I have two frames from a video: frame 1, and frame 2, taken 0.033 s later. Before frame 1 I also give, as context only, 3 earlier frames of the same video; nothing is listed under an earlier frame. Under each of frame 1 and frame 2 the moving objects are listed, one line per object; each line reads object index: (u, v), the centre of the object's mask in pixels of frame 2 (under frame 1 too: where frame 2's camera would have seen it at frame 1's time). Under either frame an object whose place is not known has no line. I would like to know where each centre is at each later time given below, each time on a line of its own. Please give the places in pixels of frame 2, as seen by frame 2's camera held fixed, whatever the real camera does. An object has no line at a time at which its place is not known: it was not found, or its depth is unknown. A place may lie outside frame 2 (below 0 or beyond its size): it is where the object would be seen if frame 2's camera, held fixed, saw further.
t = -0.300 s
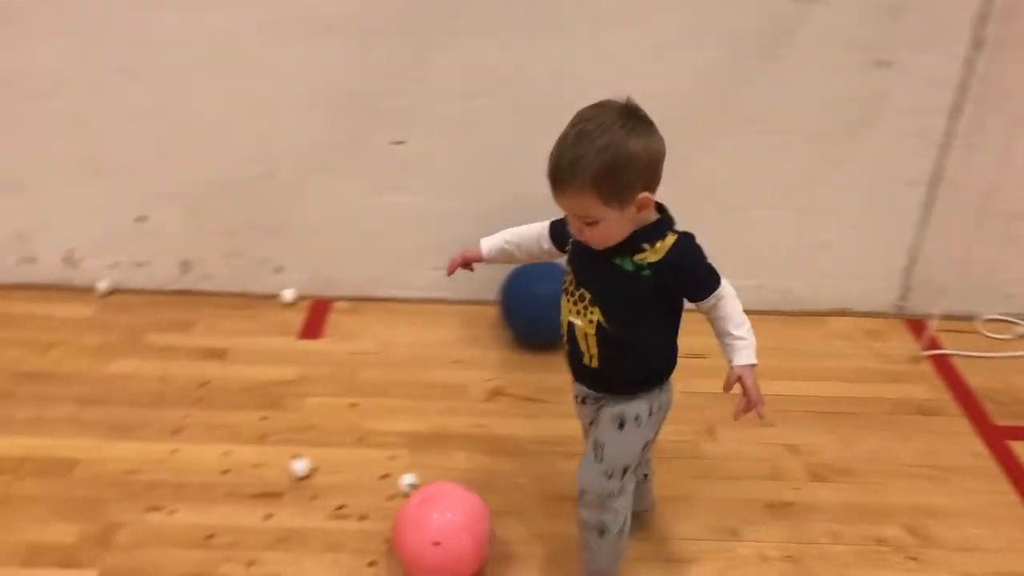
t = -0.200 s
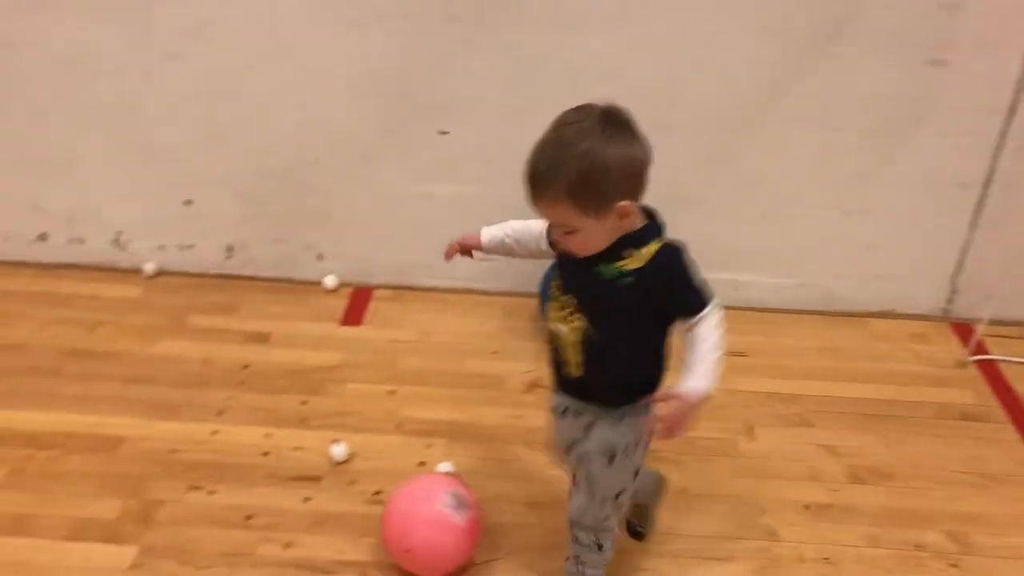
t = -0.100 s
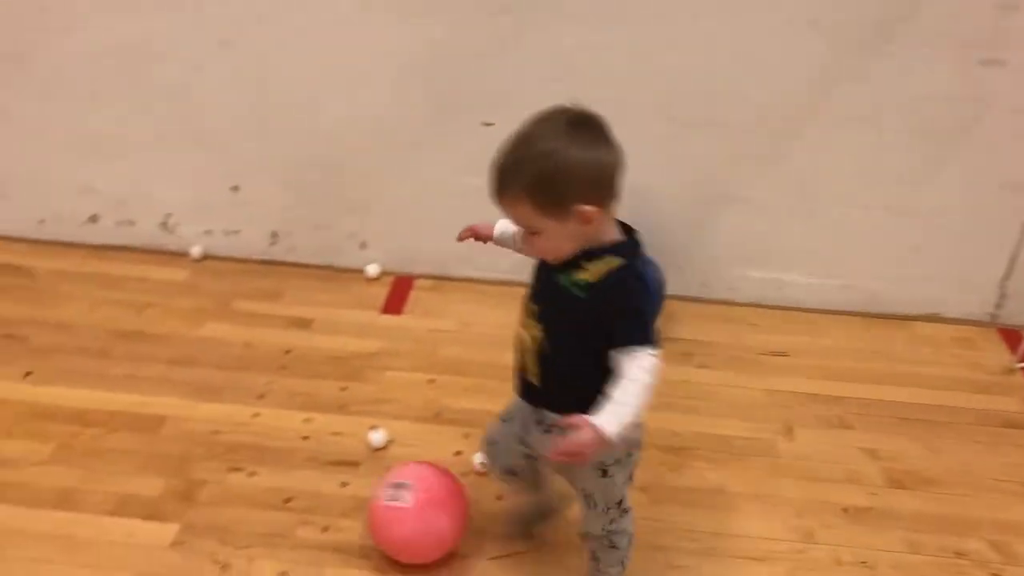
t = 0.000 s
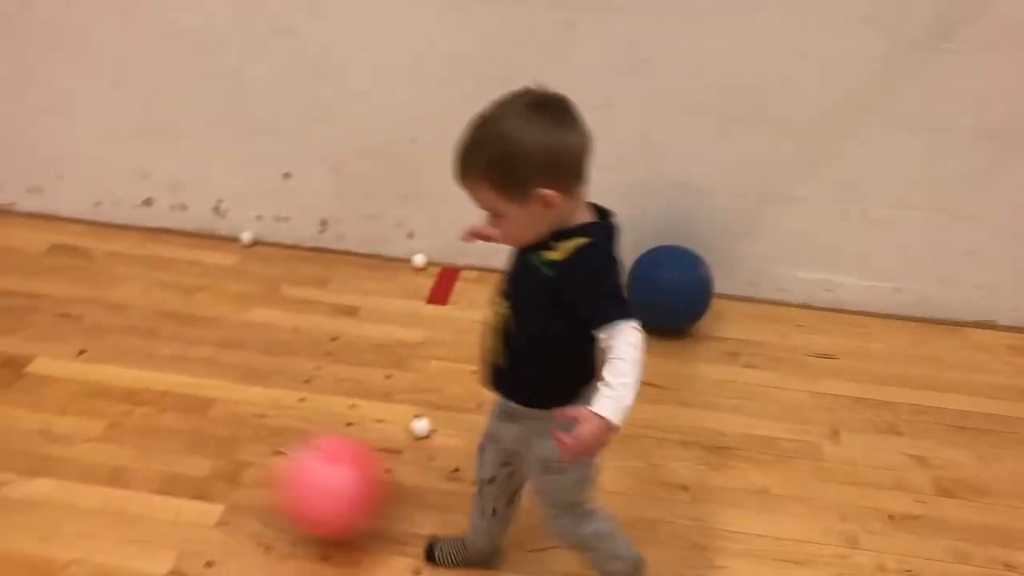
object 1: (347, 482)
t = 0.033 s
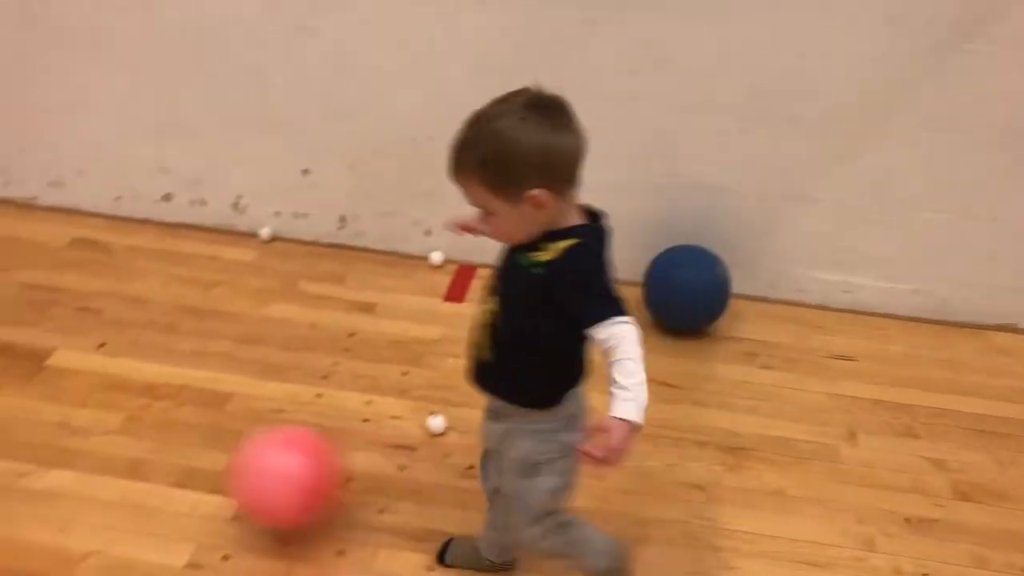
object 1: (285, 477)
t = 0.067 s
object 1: (224, 476)
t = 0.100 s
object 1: (162, 481)
